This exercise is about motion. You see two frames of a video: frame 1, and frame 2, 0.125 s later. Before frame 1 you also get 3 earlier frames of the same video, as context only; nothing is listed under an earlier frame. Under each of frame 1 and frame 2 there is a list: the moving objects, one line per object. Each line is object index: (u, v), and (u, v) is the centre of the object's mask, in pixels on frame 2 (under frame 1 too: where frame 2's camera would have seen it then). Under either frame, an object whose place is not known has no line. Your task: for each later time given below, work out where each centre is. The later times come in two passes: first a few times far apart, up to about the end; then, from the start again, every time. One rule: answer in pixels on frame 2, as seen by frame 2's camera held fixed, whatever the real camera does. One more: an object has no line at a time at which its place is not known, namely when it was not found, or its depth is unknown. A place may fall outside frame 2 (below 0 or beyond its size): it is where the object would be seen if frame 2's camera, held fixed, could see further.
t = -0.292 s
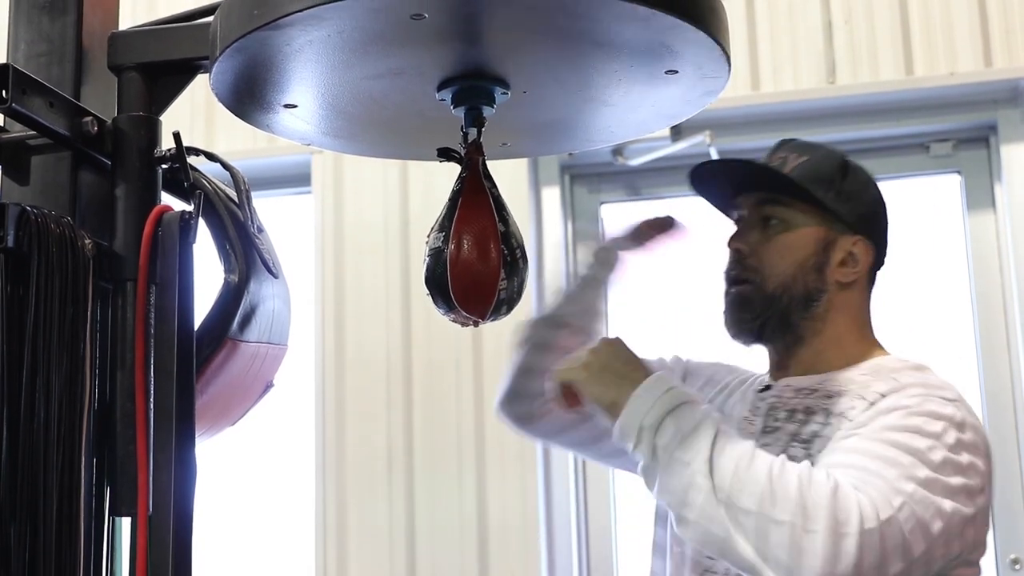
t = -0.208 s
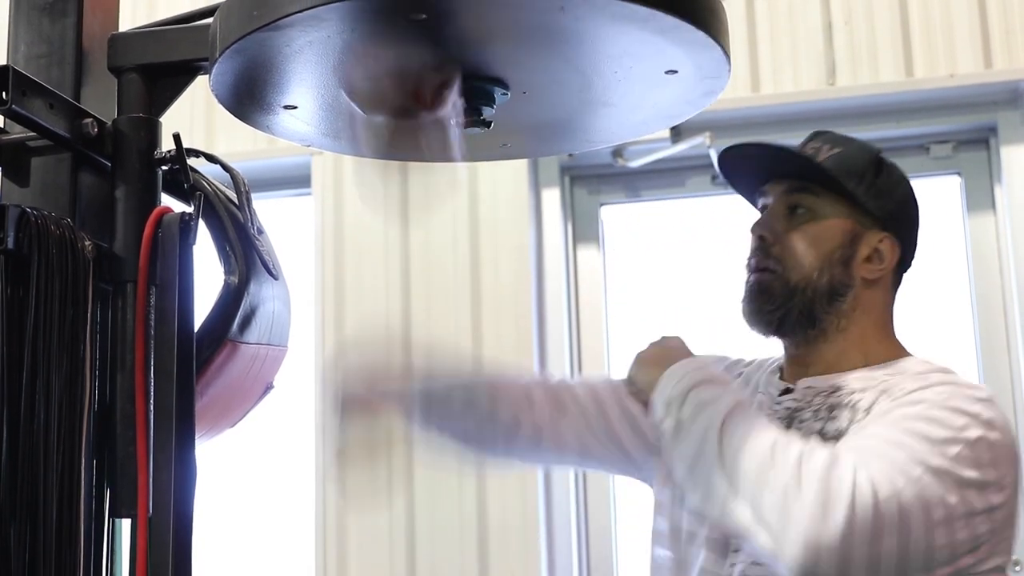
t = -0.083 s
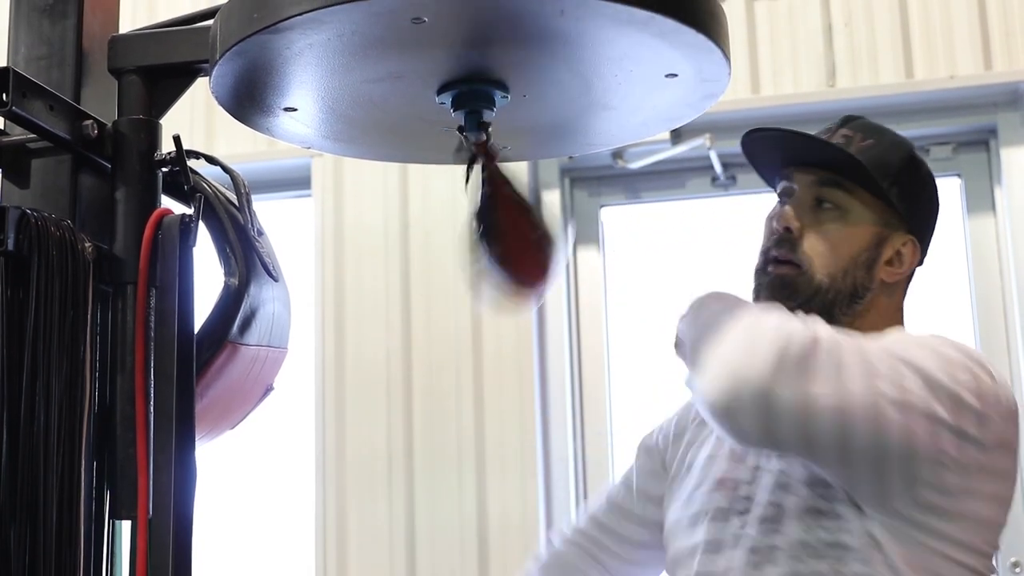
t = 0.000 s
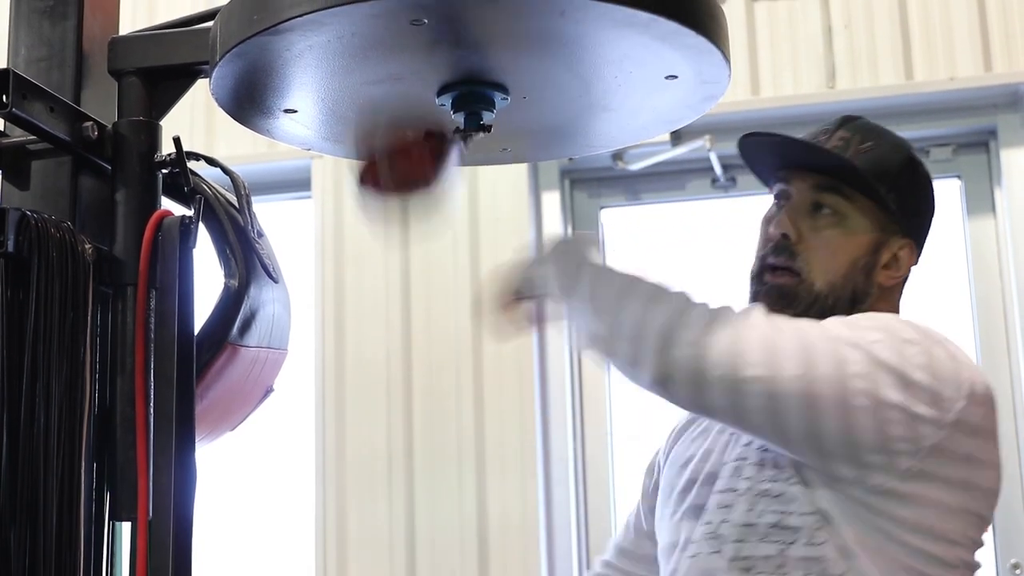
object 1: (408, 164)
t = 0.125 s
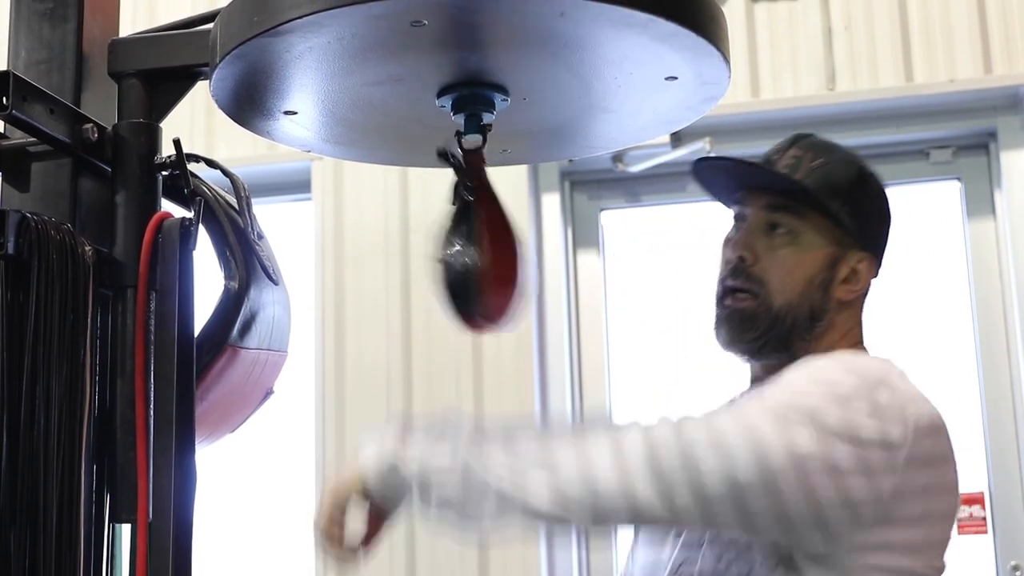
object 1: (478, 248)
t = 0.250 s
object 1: (529, 195)
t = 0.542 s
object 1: (384, 165)
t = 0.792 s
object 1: (561, 173)
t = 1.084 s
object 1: (451, 255)
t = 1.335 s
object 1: (361, 149)
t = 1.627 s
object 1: (530, 231)
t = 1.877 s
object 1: (530, 220)
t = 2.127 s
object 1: (414, 196)
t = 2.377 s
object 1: (446, 216)
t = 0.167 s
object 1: (508, 230)
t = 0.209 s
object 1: (524, 185)
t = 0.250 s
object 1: (529, 195)
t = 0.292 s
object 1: (517, 229)
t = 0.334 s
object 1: (496, 247)
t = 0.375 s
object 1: (460, 234)
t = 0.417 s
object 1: (417, 193)
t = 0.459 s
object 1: (391, 134)
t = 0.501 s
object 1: (382, 117)
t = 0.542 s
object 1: (384, 165)
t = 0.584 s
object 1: (404, 216)
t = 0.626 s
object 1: (442, 248)
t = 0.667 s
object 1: (483, 253)
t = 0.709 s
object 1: (521, 238)
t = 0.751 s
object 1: (550, 206)
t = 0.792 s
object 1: (561, 173)
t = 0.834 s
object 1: (570, 155)
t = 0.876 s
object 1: (564, 168)
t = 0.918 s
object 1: (560, 187)
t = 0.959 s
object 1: (553, 210)
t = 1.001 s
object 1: (531, 235)
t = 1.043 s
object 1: (493, 256)
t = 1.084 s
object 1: (451, 255)
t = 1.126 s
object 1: (413, 236)
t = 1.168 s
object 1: (385, 208)
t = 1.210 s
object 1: (368, 179)
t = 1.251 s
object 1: (360, 159)
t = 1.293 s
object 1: (359, 149)
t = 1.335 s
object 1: (361, 149)
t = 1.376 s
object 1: (368, 162)
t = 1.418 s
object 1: (383, 186)
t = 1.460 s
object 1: (408, 215)
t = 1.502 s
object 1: (444, 238)
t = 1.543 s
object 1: (481, 247)
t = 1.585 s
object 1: (510, 242)
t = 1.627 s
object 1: (530, 231)
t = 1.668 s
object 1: (542, 216)
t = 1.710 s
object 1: (547, 204)
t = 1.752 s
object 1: (548, 197)
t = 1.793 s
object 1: (545, 198)
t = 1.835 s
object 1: (540, 206)
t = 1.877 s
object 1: (530, 220)
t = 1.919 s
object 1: (514, 235)
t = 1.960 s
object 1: (495, 246)
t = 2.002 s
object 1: (472, 246)
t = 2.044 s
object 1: (449, 236)
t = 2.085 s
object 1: (427, 218)
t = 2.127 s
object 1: (414, 196)
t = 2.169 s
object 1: (407, 176)
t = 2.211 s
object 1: (406, 162)
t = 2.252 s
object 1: (410, 160)
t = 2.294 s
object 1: (417, 171)
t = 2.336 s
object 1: (429, 193)
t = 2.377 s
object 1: (446, 216)
